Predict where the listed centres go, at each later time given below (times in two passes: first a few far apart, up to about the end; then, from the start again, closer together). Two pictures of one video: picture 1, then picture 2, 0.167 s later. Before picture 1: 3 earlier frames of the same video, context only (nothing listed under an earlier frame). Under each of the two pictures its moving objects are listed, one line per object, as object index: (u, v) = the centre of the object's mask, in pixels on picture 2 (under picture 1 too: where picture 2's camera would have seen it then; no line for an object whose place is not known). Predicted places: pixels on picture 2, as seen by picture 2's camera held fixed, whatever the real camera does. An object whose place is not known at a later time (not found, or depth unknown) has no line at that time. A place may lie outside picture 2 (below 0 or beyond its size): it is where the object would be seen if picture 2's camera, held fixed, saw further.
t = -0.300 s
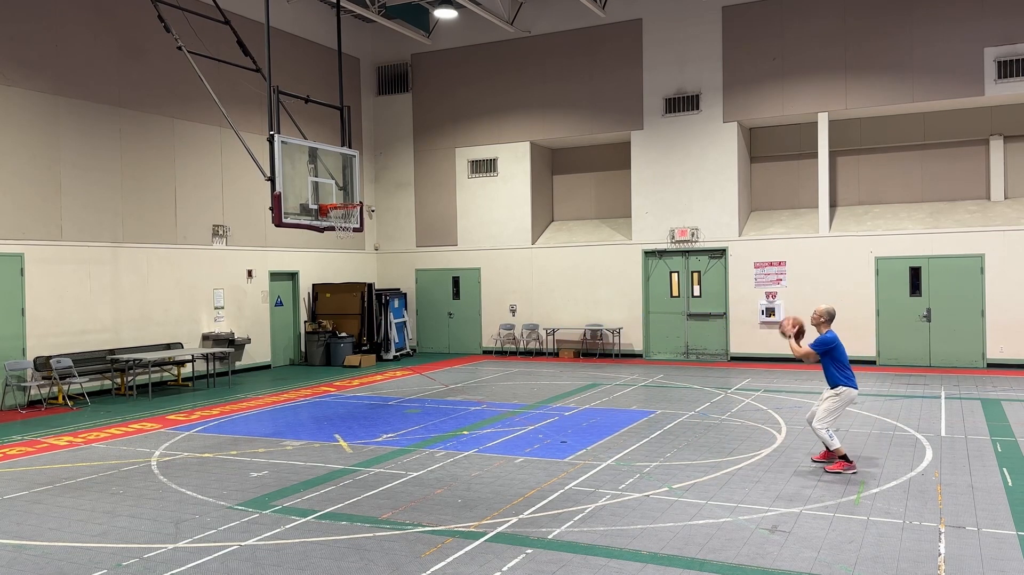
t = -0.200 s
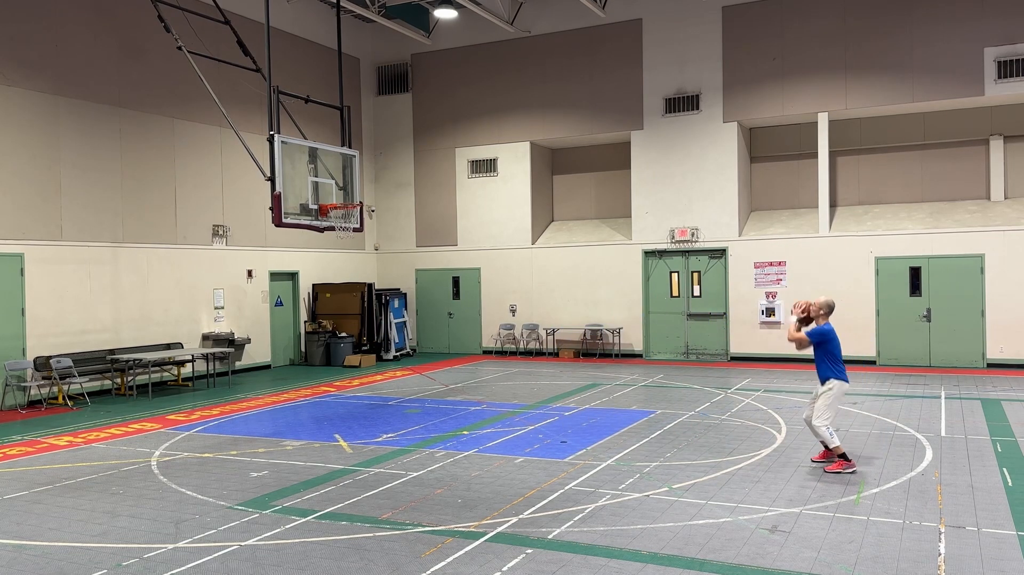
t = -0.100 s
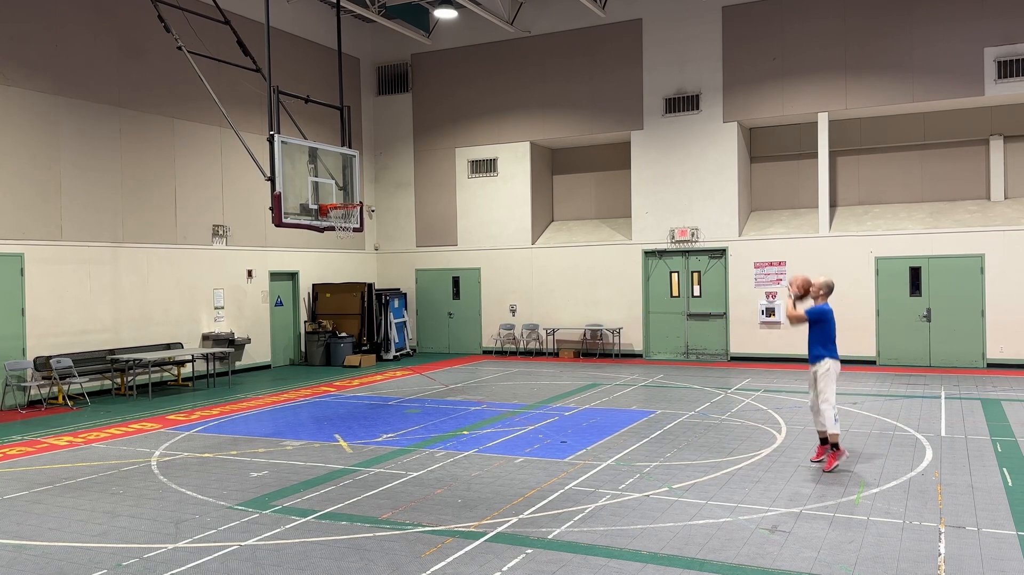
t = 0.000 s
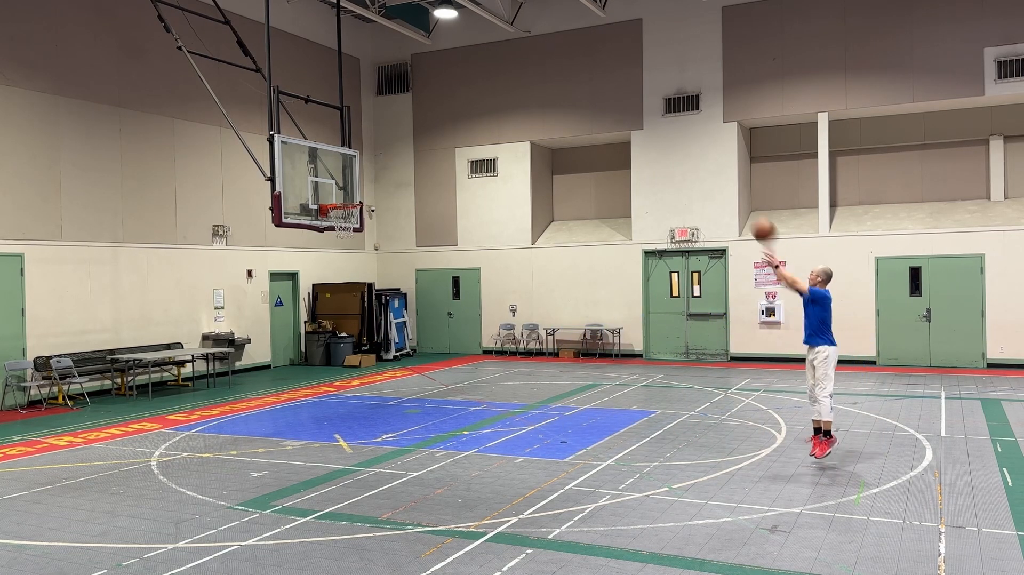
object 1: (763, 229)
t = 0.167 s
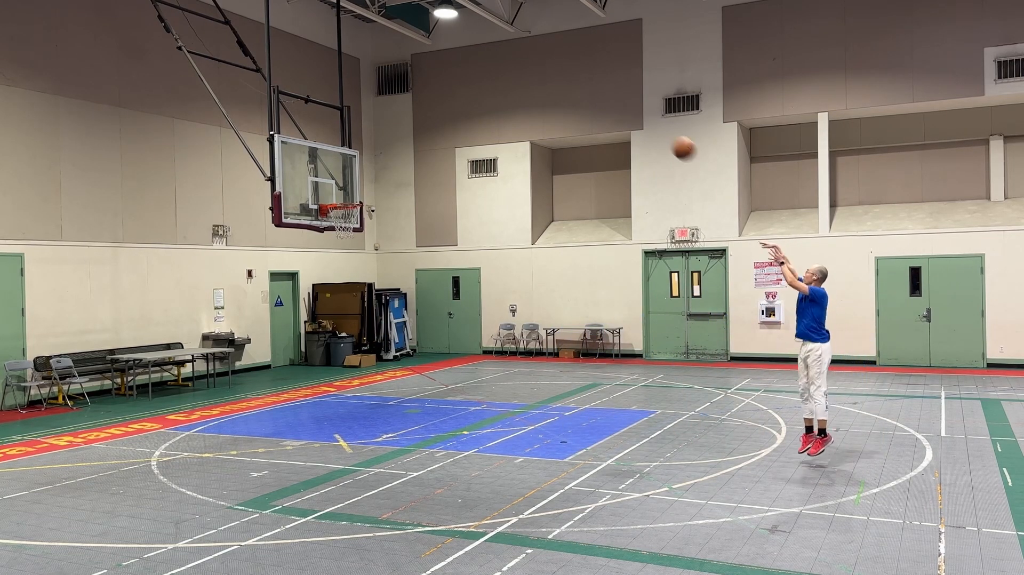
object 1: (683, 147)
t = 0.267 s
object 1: (640, 113)
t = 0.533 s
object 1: (540, 71)
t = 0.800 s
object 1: (456, 86)
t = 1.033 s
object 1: (393, 139)
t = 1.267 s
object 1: (348, 189)
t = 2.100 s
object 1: (357, 273)
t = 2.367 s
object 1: (370, 377)
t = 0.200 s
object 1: (668, 135)
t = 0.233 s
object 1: (654, 124)
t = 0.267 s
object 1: (640, 113)
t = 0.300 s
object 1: (626, 104)
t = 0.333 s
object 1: (613, 97)
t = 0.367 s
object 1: (601, 90)
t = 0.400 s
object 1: (588, 84)
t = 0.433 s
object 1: (576, 79)
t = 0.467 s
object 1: (564, 75)
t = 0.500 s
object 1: (552, 73)
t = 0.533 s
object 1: (540, 71)
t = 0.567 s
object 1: (529, 70)
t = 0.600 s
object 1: (518, 70)
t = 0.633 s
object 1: (507, 71)
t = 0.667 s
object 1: (497, 72)
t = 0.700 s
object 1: (486, 75)
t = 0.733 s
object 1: (476, 78)
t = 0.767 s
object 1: (466, 82)
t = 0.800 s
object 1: (456, 86)
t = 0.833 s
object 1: (446, 92)
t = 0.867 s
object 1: (437, 98)
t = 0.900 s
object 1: (428, 105)
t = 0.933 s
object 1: (419, 112)
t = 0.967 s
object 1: (411, 120)
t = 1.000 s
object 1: (402, 129)
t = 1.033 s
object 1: (393, 139)
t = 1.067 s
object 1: (385, 149)
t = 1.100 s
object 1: (377, 160)
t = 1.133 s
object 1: (370, 171)
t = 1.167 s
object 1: (362, 183)
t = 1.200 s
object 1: (354, 195)
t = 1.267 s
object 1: (348, 189)
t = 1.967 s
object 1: (351, 239)
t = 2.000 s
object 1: (352, 247)
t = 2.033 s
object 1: (354, 255)
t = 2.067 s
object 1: (356, 264)
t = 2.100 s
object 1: (357, 273)
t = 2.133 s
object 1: (359, 283)
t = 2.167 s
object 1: (361, 294)
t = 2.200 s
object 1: (363, 306)
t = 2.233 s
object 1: (364, 319)
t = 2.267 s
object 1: (366, 332)
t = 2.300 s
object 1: (367, 346)
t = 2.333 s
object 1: (368, 360)
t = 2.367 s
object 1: (370, 377)
